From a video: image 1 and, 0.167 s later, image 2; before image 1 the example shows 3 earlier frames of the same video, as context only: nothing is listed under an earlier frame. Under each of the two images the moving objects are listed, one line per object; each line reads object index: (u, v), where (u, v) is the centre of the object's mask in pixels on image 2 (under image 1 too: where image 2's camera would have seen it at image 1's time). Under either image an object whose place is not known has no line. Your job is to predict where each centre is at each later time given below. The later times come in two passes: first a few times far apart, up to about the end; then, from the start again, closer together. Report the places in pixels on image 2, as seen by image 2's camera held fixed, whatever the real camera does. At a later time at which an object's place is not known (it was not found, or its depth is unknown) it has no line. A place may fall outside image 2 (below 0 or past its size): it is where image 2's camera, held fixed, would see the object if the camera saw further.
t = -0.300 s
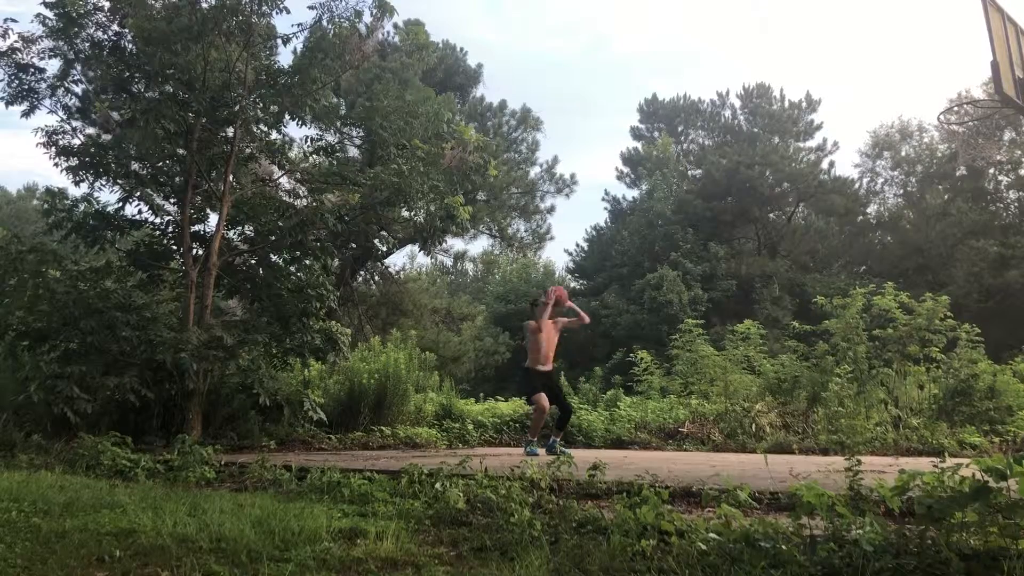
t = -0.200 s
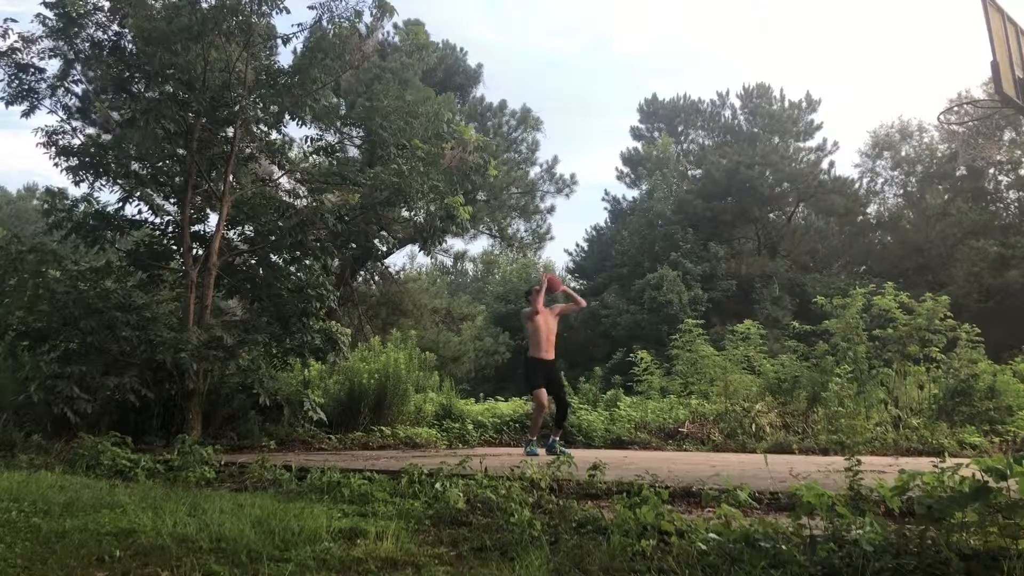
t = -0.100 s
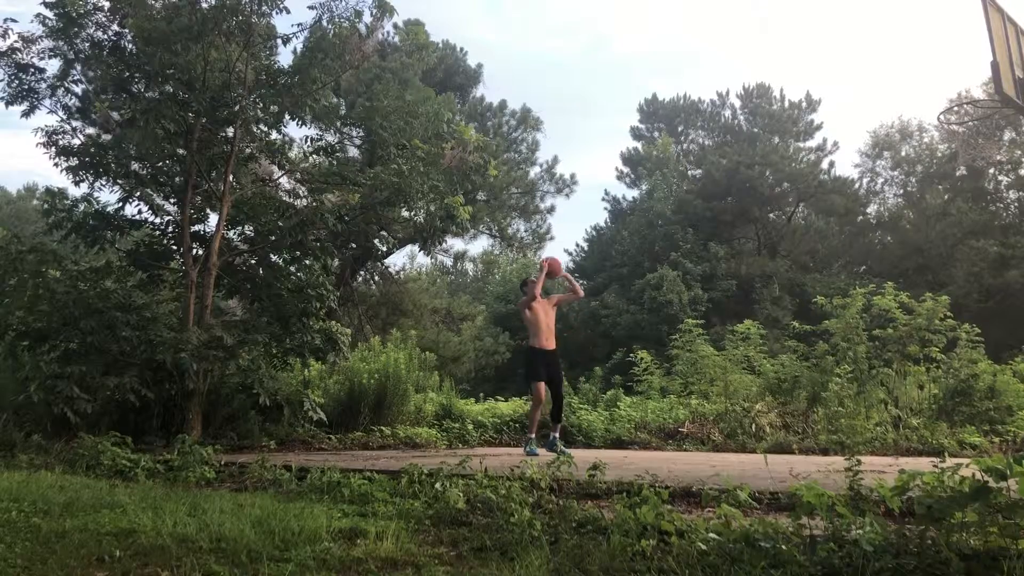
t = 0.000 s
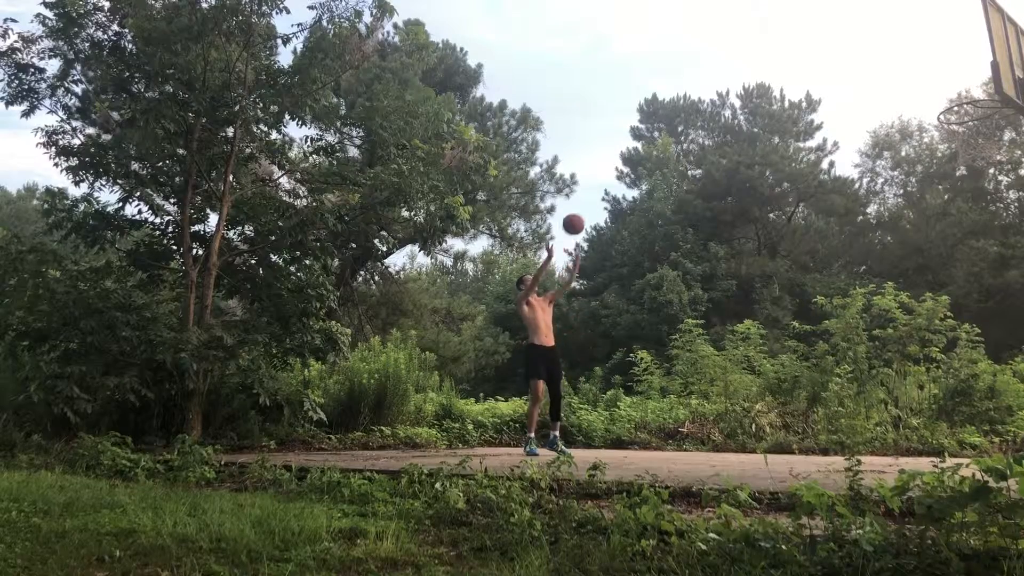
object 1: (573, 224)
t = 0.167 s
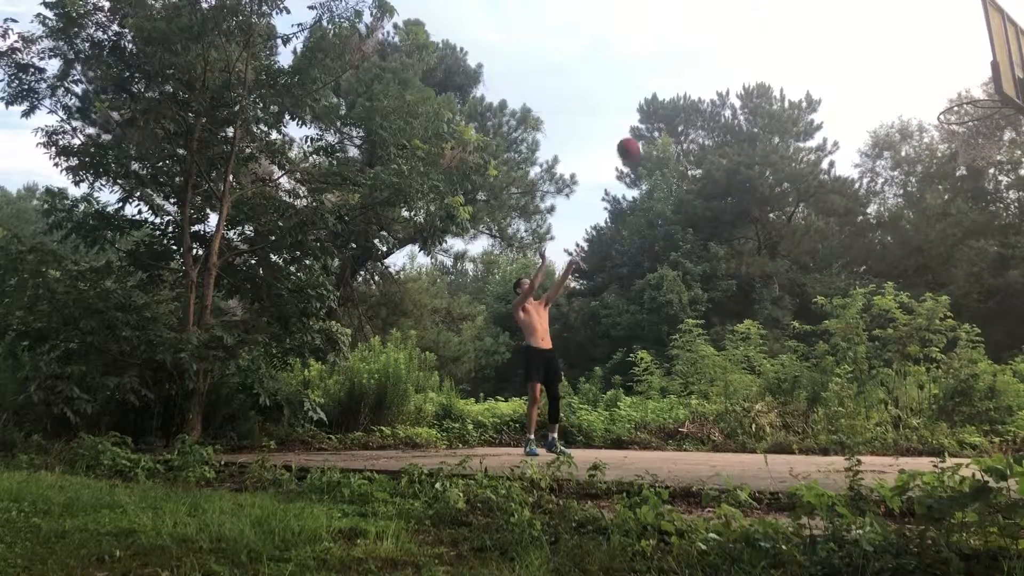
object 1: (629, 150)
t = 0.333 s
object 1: (688, 95)
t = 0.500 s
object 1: (752, 64)
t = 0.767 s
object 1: (868, 70)
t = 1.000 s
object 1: (957, 92)
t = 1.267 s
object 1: (991, 79)
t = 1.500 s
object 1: (967, 102)
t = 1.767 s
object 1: (960, 157)
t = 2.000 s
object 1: (974, 232)
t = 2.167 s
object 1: (985, 331)
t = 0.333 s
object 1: (688, 95)
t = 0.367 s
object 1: (700, 87)
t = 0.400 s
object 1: (713, 80)
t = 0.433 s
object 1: (725, 73)
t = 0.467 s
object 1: (739, 68)
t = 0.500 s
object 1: (752, 64)
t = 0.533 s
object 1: (765, 61)
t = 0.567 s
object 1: (779, 59)
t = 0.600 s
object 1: (793, 58)
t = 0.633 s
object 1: (808, 58)
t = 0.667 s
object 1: (822, 60)
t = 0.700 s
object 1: (837, 62)
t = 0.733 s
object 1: (852, 66)
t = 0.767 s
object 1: (868, 70)
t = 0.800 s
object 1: (884, 77)
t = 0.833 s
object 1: (900, 84)
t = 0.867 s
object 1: (917, 93)
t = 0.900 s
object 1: (934, 103)
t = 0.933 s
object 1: (944, 102)
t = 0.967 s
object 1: (950, 96)
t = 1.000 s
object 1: (957, 92)
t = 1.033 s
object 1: (965, 89)
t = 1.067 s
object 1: (972, 87)
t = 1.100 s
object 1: (978, 87)
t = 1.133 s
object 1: (984, 88)
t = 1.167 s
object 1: (988, 89)
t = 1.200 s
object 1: (992, 85)
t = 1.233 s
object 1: (993, 80)
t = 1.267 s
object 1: (991, 79)
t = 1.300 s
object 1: (986, 77)
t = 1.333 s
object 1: (984, 79)
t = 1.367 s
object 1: (981, 80)
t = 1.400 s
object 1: (979, 84)
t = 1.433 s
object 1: (975, 88)
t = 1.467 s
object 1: (971, 94)
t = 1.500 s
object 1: (967, 102)
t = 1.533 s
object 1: (963, 113)
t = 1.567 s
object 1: (959, 121)
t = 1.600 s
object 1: (957, 132)
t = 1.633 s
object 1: (955, 137)
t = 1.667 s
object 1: (954, 142)
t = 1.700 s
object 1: (956, 145)
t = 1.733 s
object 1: (957, 147)
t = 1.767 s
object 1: (960, 157)
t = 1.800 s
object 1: (960, 163)
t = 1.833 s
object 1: (963, 169)
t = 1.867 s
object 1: (966, 179)
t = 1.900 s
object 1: (968, 190)
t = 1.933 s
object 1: (969, 203)
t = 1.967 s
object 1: (971, 219)
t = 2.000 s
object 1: (974, 232)
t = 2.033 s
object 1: (975, 249)
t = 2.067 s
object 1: (977, 267)
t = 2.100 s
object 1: (983, 285)
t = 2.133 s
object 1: (985, 306)
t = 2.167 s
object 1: (985, 331)
